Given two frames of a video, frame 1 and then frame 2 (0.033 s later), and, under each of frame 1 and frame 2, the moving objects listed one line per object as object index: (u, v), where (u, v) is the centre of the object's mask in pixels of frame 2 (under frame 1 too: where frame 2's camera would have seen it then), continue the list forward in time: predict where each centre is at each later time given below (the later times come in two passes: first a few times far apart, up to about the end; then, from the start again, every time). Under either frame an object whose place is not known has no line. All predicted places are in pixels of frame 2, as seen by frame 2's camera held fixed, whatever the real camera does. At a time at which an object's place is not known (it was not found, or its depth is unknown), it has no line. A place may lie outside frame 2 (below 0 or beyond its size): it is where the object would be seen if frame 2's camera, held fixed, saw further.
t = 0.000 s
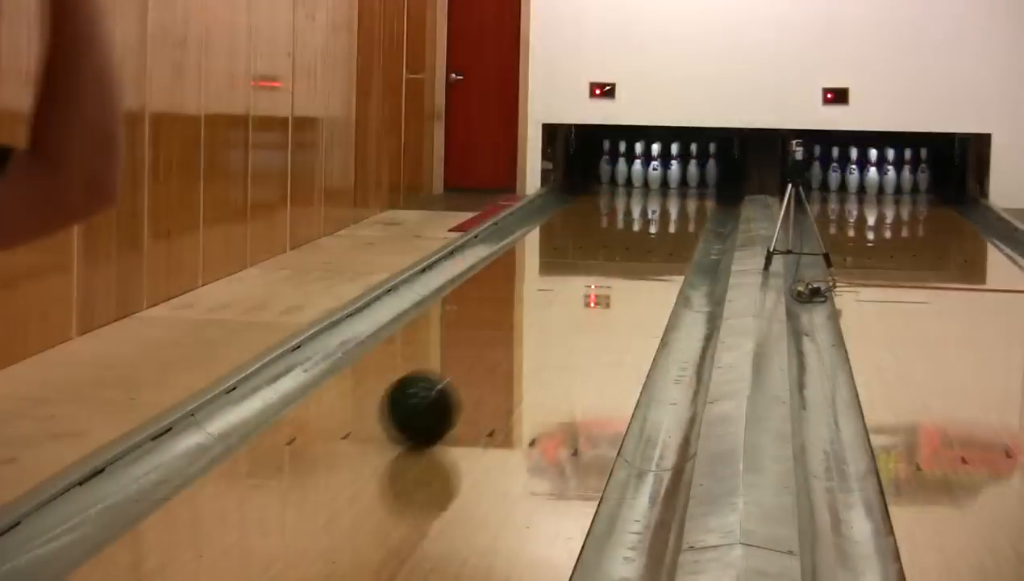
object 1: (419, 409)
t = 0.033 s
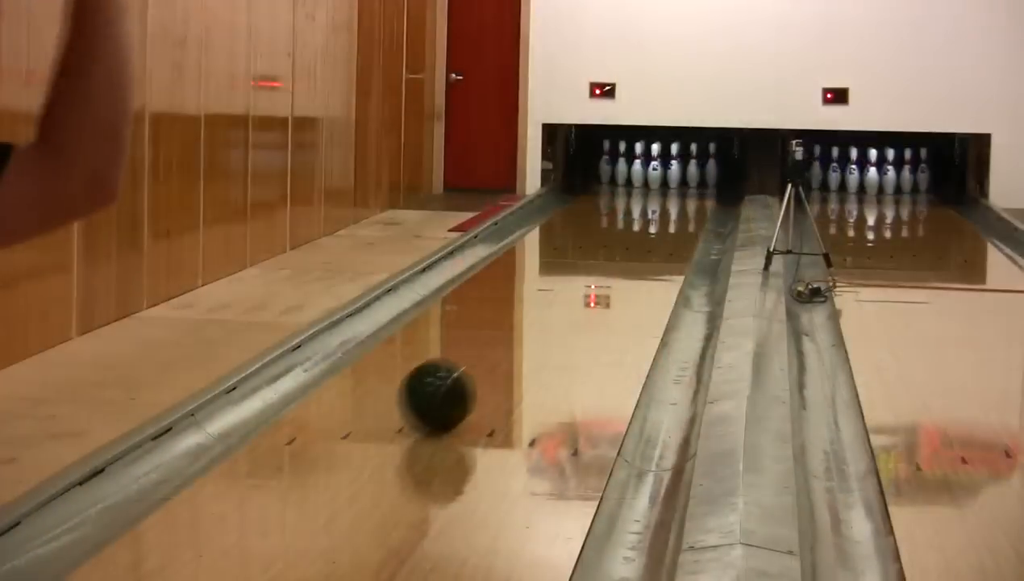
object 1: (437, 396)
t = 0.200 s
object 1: (506, 344)
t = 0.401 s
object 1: (563, 299)
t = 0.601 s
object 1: (604, 267)
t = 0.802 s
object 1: (633, 244)
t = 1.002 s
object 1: (655, 223)
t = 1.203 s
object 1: (667, 208)
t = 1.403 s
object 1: (671, 195)
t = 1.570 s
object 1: (670, 185)
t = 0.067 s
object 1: (452, 385)
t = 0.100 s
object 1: (467, 374)
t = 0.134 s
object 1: (481, 363)
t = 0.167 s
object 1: (494, 353)
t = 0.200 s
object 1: (506, 344)
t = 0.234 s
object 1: (517, 335)
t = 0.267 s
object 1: (527, 327)
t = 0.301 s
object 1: (538, 319)
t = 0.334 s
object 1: (547, 312)
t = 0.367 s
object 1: (555, 306)
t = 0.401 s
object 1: (563, 299)
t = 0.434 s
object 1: (571, 293)
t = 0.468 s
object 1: (578, 288)
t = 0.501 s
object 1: (586, 282)
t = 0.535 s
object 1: (592, 277)
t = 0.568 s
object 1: (598, 272)
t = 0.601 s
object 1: (604, 267)
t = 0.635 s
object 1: (610, 263)
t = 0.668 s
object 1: (615, 258)
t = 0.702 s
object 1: (620, 255)
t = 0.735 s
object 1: (624, 251)
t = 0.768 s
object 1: (629, 247)
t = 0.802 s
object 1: (633, 244)
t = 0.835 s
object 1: (638, 239)
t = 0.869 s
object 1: (641, 236)
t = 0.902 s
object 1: (645, 233)
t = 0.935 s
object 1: (648, 230)
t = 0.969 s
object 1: (652, 226)
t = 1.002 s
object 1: (655, 223)
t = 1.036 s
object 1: (658, 220)
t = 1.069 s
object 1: (660, 218)
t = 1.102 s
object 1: (663, 215)
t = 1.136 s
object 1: (664, 212)
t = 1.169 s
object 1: (666, 210)
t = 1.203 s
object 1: (667, 208)
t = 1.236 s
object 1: (669, 205)
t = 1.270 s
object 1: (670, 203)
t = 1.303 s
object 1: (670, 201)
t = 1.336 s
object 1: (670, 199)
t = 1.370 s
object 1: (671, 197)
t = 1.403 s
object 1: (671, 195)
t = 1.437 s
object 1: (672, 194)
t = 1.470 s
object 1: (671, 192)
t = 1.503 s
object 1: (671, 189)
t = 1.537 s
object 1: (670, 188)
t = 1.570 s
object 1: (670, 185)
